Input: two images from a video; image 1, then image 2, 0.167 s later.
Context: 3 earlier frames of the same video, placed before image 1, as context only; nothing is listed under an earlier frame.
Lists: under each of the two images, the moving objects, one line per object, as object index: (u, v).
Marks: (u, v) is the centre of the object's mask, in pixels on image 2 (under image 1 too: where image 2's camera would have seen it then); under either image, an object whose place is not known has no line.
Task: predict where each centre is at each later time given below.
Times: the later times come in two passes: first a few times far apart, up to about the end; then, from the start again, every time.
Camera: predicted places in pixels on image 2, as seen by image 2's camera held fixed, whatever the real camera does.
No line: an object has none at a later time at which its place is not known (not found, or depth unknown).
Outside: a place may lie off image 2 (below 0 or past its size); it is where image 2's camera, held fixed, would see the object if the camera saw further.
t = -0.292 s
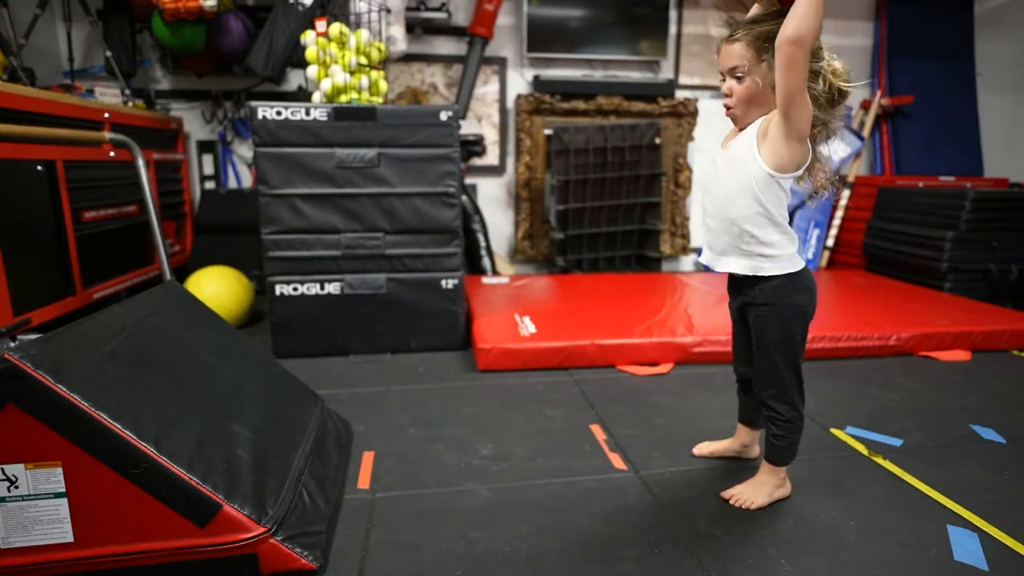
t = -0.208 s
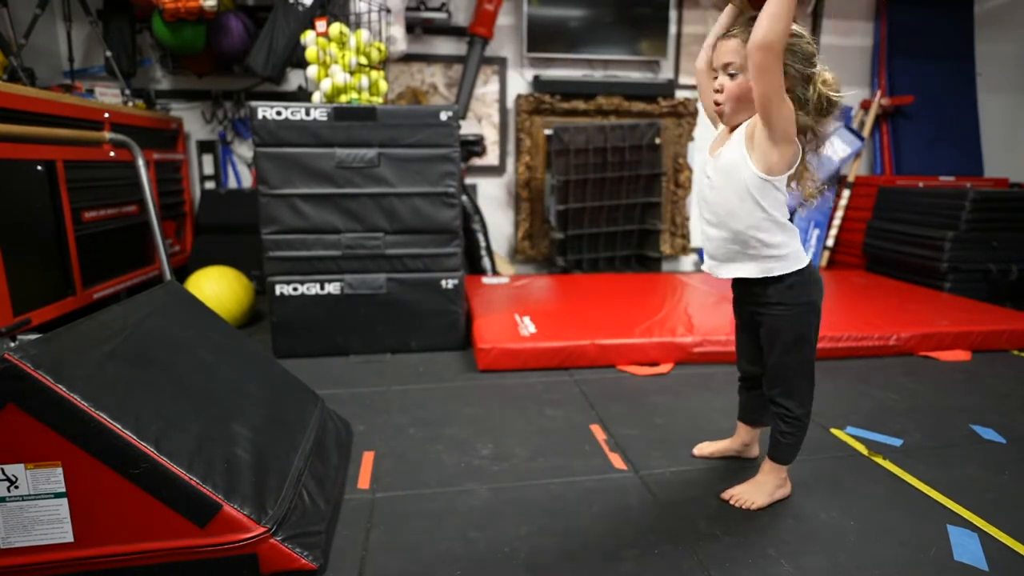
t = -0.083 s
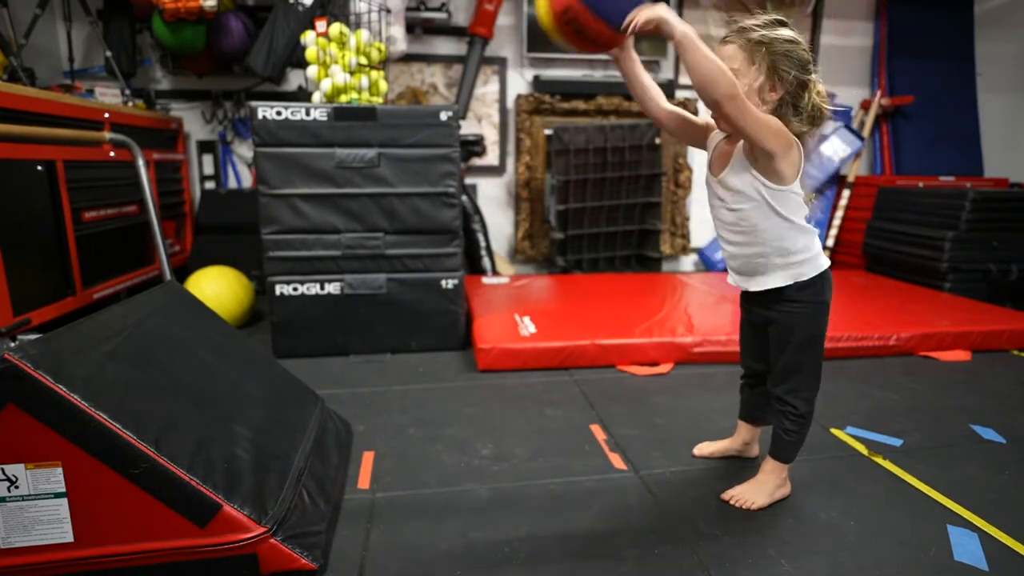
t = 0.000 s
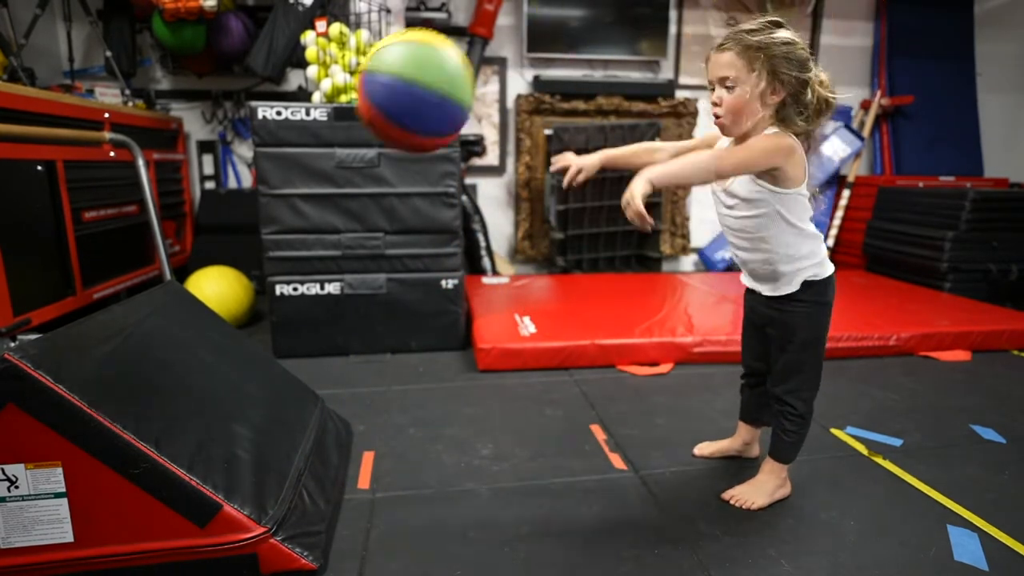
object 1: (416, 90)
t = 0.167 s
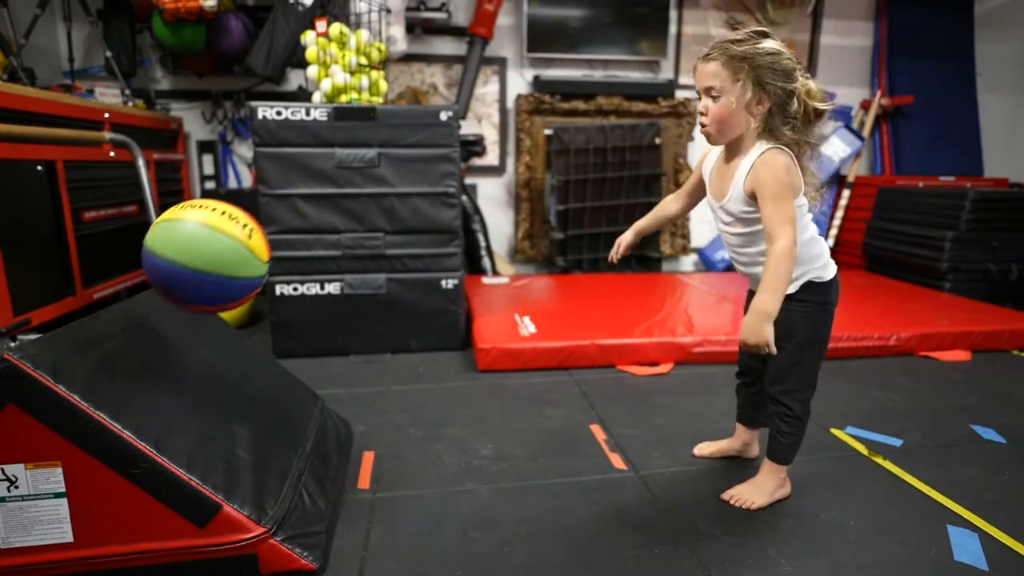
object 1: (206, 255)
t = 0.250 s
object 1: (290, 185)
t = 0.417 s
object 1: (461, 150)
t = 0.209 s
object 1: (248, 215)
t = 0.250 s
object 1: (290, 185)
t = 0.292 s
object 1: (333, 162)
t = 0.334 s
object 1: (376, 150)
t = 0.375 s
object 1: (418, 145)
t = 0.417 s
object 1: (461, 150)
